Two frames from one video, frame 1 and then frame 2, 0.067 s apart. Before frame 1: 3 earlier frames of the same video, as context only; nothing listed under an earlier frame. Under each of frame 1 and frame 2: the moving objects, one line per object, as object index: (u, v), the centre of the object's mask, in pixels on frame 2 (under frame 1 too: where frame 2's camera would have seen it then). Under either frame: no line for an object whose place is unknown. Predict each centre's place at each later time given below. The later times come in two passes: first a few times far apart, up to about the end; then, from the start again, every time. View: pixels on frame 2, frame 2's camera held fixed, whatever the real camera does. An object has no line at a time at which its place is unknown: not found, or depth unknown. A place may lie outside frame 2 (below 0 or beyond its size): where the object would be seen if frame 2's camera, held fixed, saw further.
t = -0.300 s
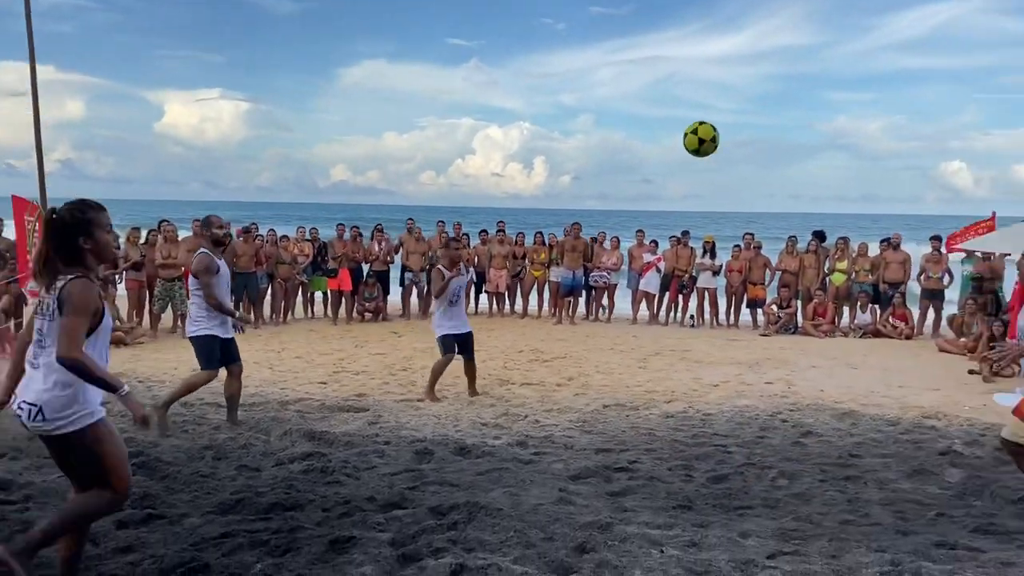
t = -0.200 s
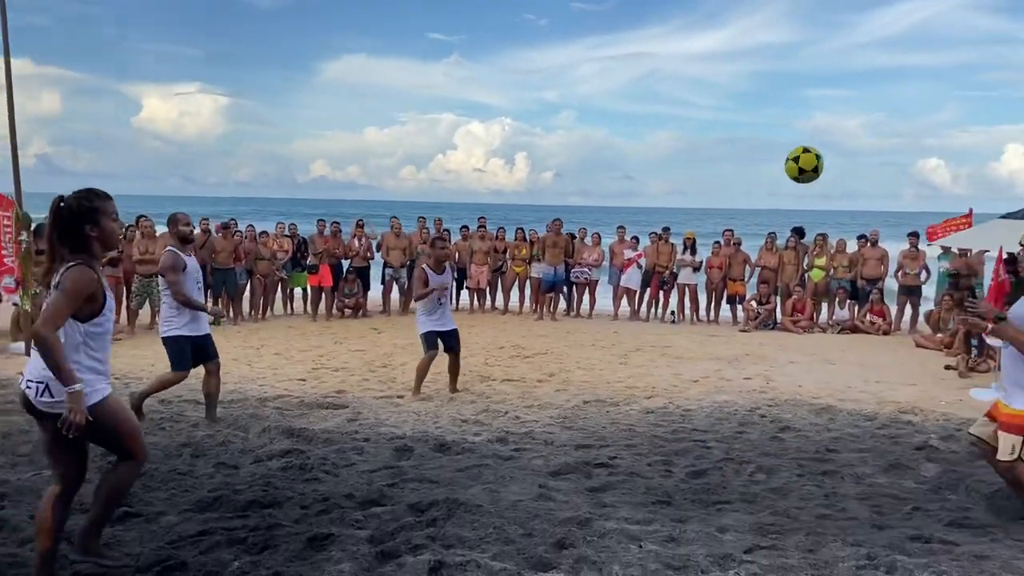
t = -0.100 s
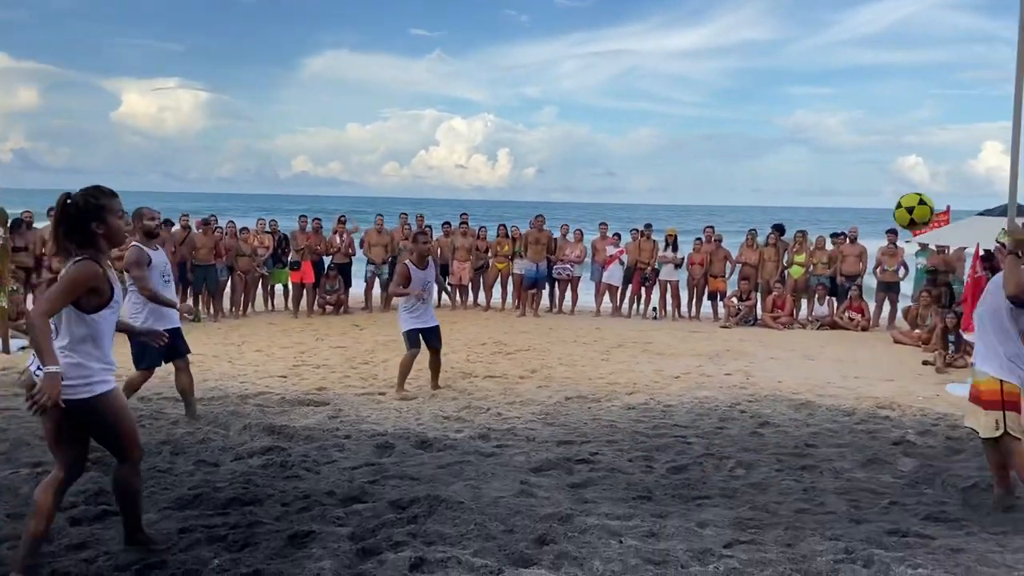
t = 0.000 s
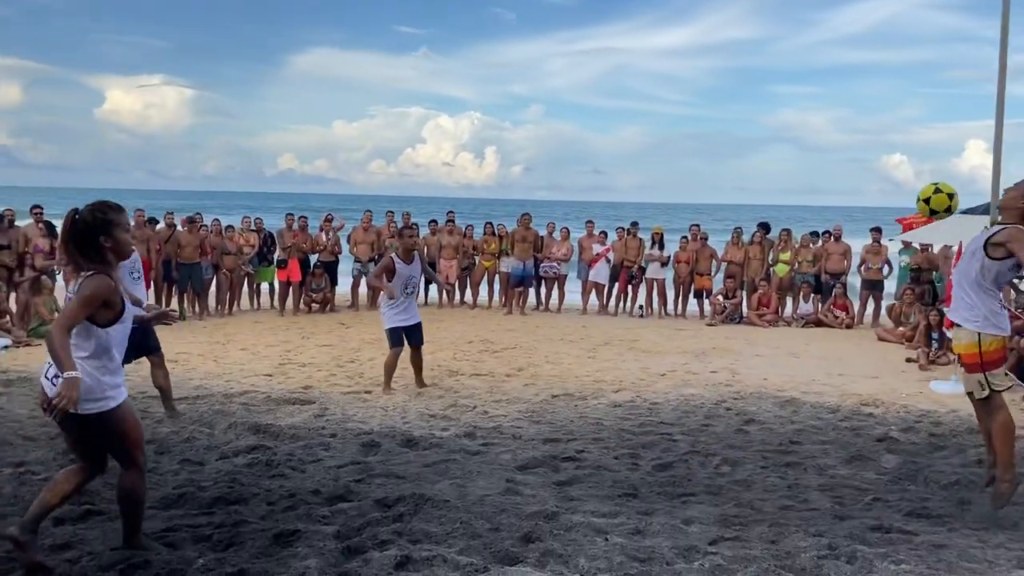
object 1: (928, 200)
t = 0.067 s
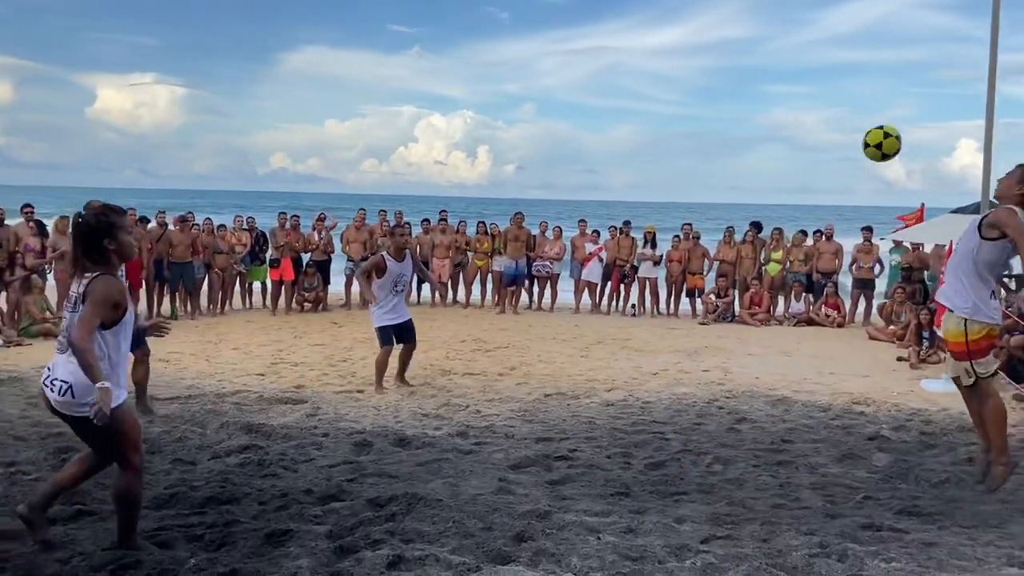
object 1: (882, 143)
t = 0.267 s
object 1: (756, 32)
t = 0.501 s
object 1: (628, 3)
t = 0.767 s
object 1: (508, 51)
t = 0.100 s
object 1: (859, 119)
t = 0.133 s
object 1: (838, 97)
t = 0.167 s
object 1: (817, 77)
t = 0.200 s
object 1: (796, 59)
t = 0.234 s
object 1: (775, 45)
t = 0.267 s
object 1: (756, 32)
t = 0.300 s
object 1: (737, 21)
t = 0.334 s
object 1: (717, 13)
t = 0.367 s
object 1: (698, 9)
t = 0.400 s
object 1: (681, 6)
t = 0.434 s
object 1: (663, 5)
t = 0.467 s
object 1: (645, 3)
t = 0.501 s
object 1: (628, 3)
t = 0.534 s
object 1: (612, 3)
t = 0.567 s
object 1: (595, 5)
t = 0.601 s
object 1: (580, 7)
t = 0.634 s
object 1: (566, 13)
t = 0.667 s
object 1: (551, 21)
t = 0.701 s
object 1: (536, 30)
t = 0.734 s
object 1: (523, 40)
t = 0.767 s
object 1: (508, 51)
